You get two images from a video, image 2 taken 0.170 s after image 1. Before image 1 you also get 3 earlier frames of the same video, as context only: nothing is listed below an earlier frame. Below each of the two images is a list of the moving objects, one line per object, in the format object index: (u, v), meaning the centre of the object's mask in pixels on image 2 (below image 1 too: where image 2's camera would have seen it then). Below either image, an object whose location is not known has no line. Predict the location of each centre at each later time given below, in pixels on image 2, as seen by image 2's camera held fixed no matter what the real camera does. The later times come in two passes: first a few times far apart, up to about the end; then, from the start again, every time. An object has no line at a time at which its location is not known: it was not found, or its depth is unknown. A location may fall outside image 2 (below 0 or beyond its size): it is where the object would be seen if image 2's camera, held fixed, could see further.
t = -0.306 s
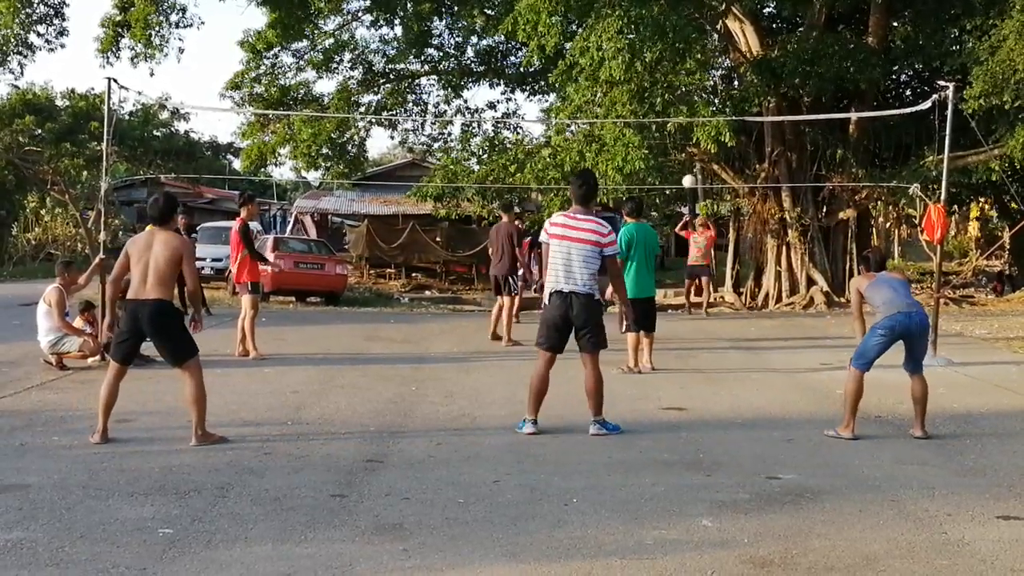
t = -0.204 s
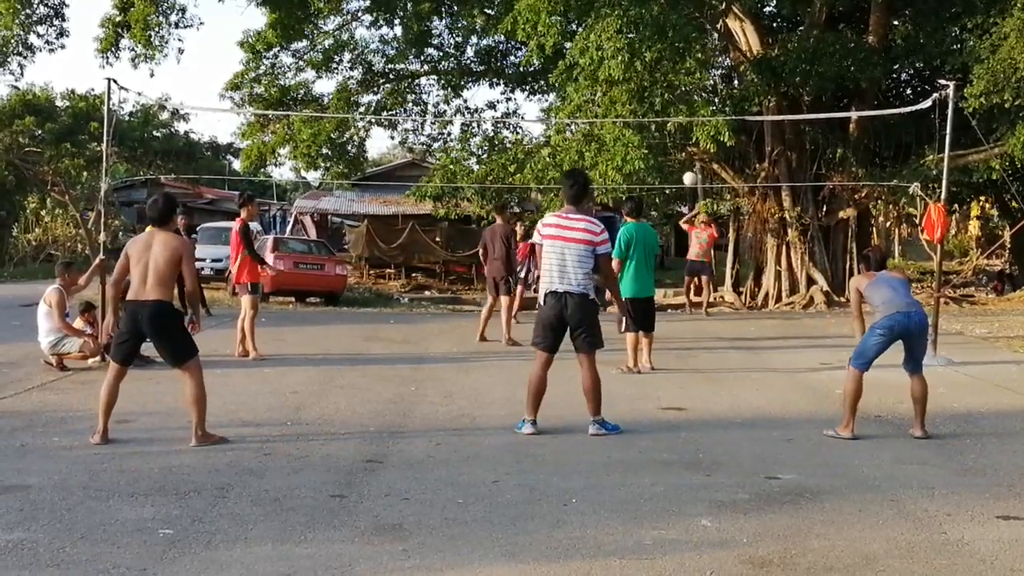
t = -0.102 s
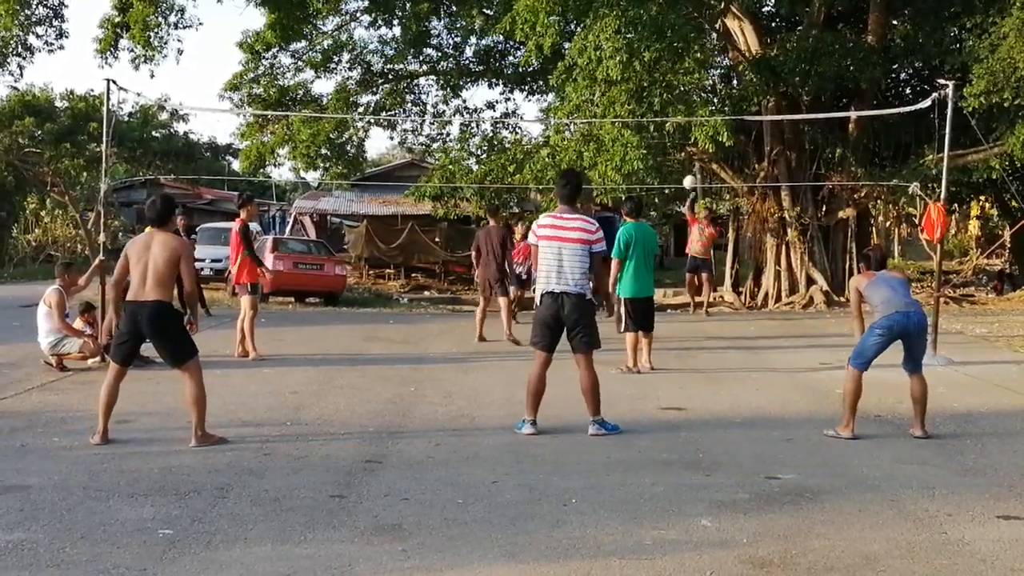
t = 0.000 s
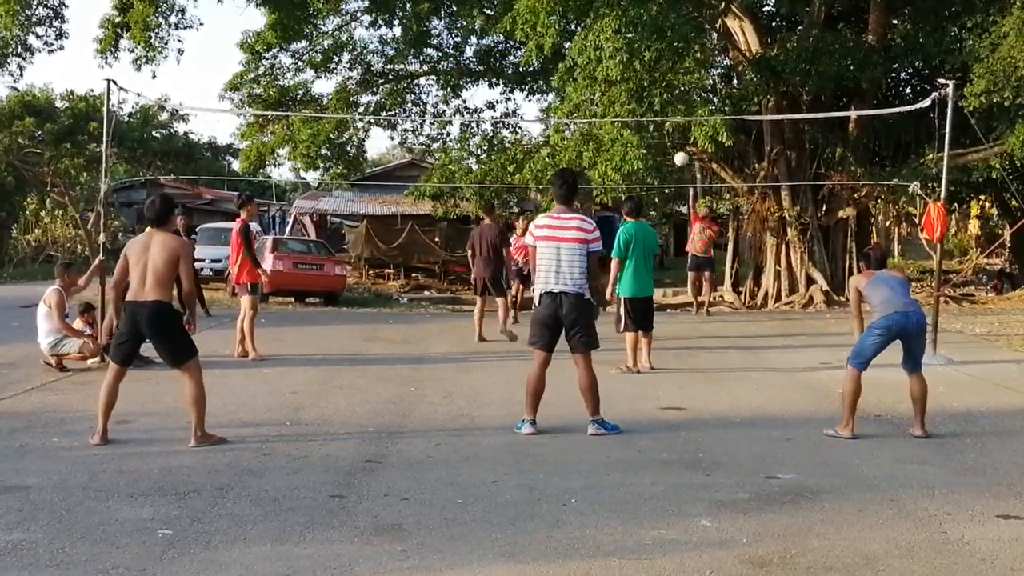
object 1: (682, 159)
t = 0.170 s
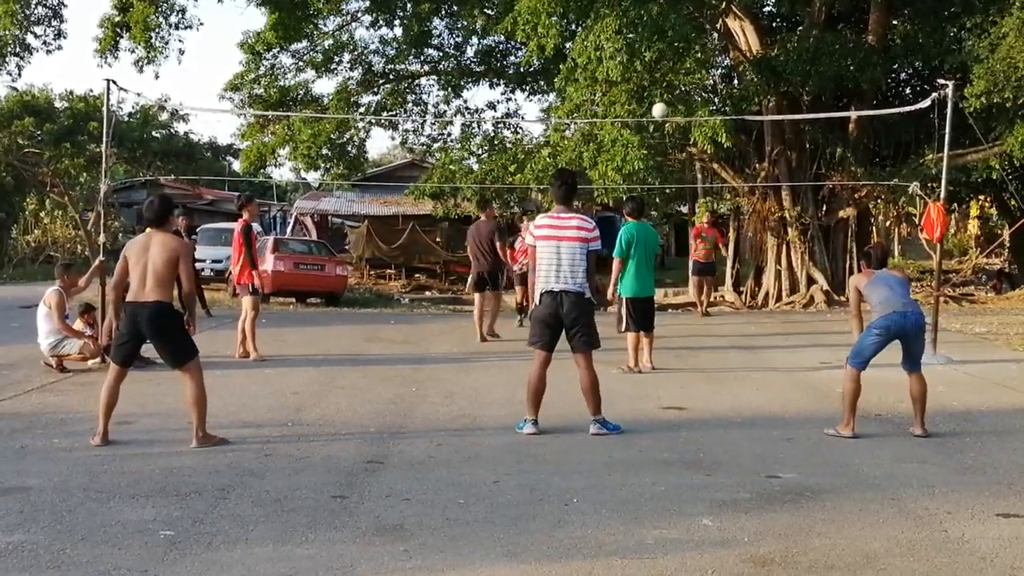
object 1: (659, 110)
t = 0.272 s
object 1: (644, 89)
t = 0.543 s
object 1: (593, 71)
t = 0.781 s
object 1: (529, 119)
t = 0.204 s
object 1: (654, 103)
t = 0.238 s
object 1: (649, 96)
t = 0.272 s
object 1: (644, 89)
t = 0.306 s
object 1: (639, 84)
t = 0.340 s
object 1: (634, 79)
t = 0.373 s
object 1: (628, 75)
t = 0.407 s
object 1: (622, 72)
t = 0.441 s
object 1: (615, 70)
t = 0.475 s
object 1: (609, 69)
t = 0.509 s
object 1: (601, 70)
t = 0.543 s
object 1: (593, 71)
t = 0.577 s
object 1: (586, 73)
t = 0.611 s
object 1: (578, 77)
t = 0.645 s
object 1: (569, 82)
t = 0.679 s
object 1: (560, 90)
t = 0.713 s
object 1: (550, 98)
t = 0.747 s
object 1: (542, 108)
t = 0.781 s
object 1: (529, 119)
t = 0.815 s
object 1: (518, 134)
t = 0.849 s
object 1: (505, 150)
